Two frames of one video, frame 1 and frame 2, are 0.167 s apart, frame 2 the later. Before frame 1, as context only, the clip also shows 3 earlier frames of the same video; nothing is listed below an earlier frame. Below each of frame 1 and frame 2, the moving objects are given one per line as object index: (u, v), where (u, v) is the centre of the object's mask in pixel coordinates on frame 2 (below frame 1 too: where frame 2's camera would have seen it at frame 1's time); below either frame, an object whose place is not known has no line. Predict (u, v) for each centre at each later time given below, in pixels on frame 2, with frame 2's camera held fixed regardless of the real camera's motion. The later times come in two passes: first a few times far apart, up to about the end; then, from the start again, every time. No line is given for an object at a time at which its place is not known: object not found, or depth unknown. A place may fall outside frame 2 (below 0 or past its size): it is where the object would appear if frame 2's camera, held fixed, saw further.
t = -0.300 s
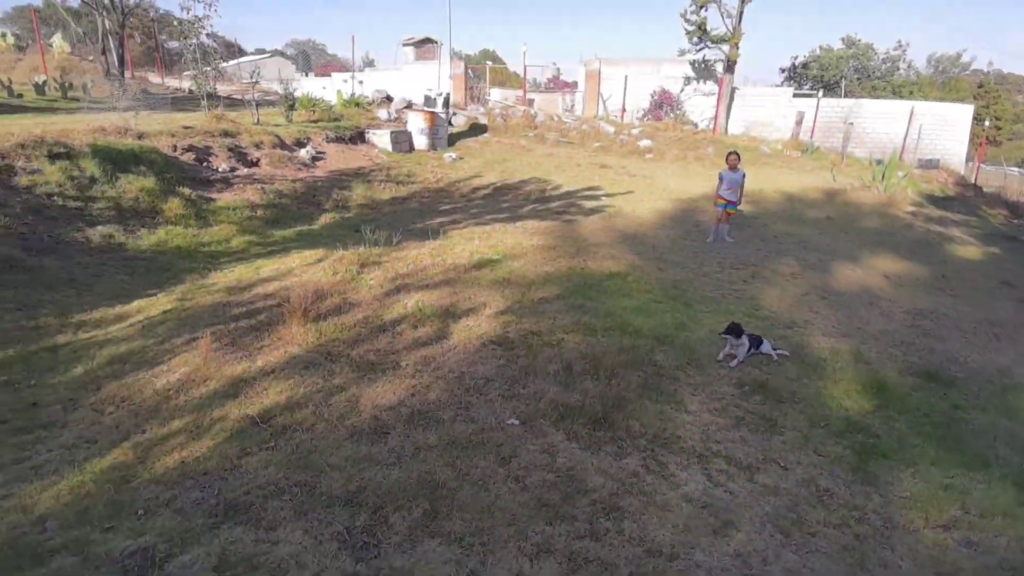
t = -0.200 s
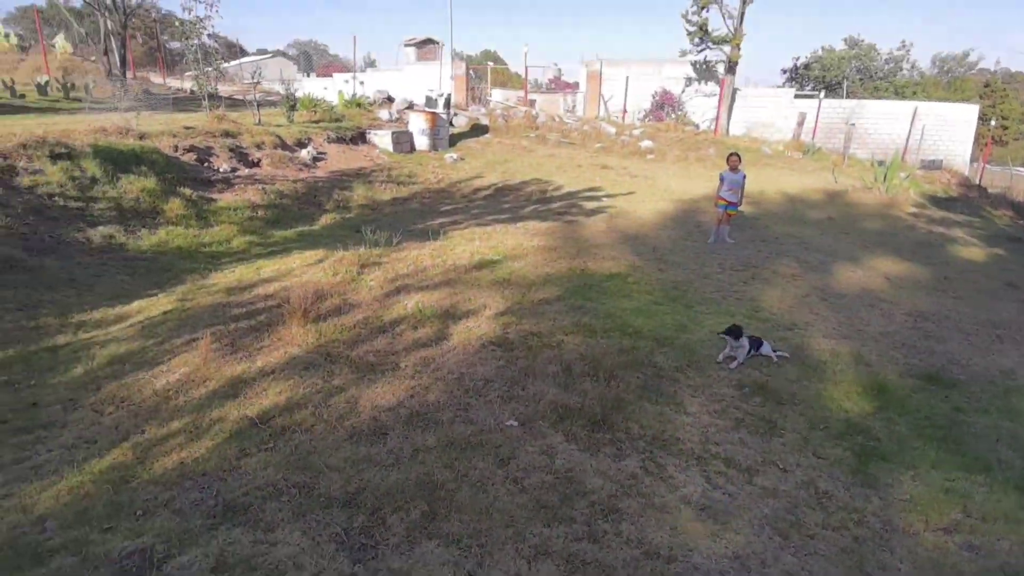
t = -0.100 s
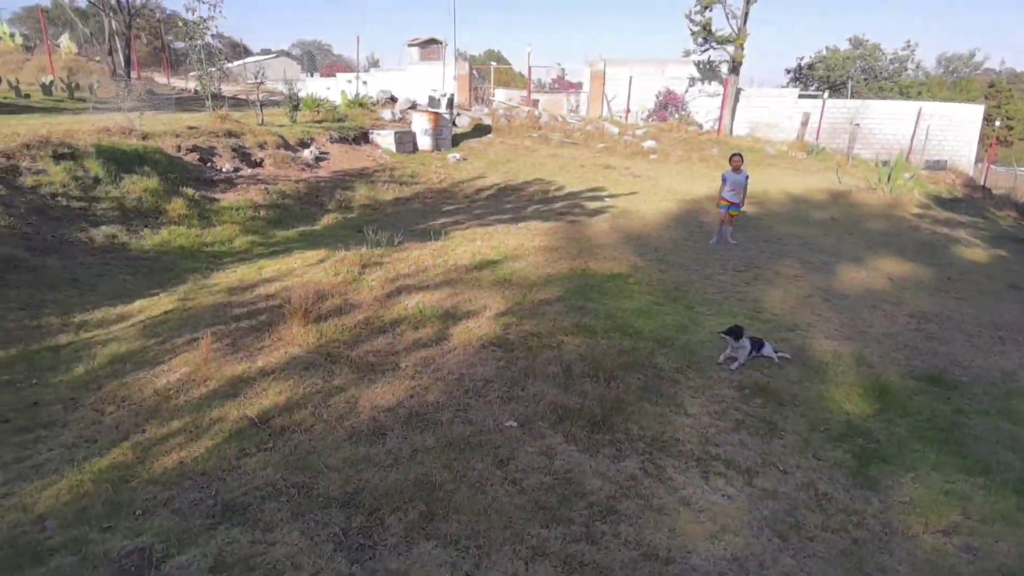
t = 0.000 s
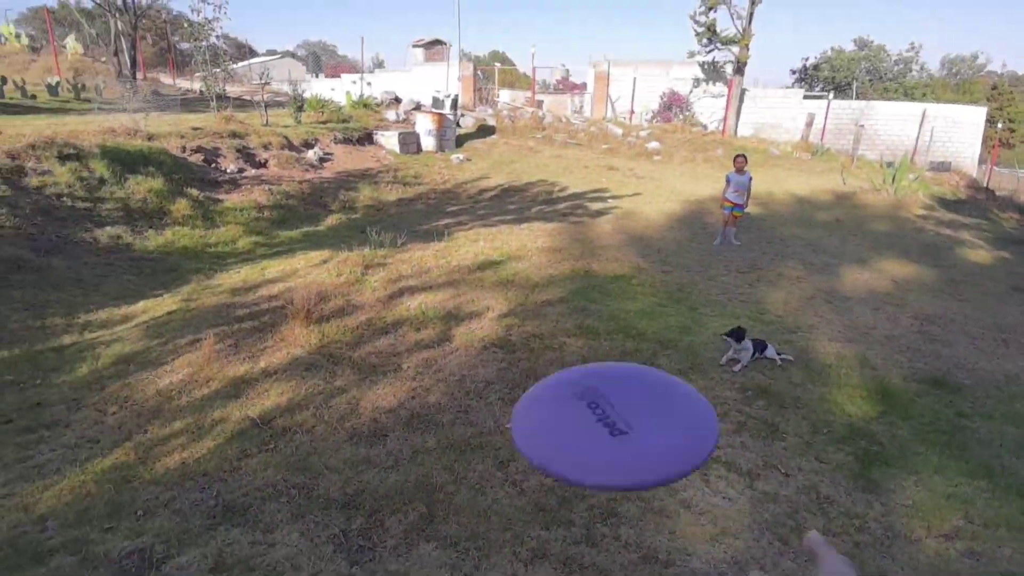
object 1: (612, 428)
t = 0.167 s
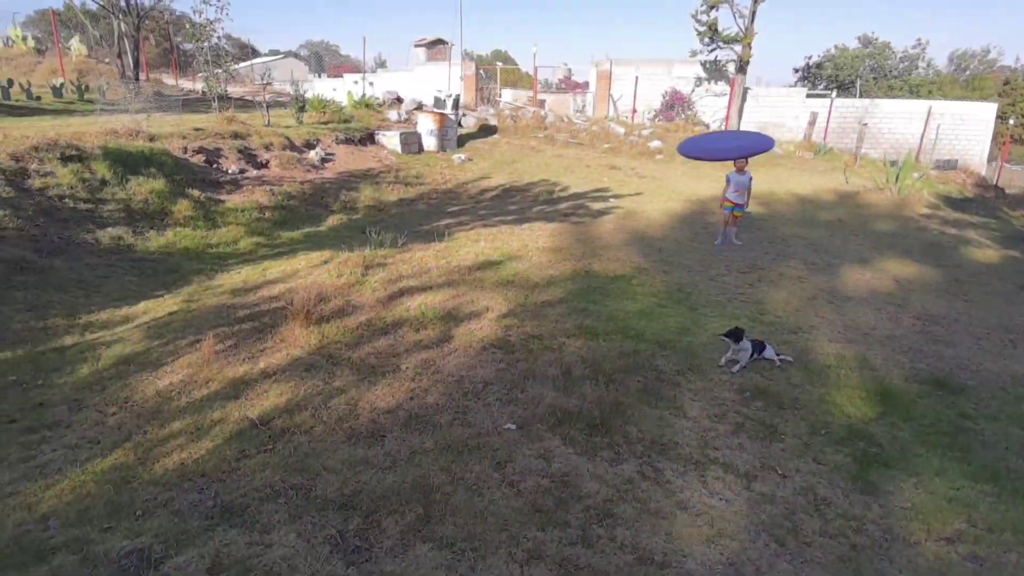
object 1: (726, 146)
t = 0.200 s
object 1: (734, 132)
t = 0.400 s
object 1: (760, 107)
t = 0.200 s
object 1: (734, 132)
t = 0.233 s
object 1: (741, 122)
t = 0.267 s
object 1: (746, 115)
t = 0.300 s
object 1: (750, 110)
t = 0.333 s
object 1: (755, 107)
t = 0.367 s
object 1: (757, 106)
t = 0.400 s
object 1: (760, 107)
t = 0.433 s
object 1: (762, 109)
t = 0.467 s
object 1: (764, 111)
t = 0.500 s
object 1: (765, 114)
